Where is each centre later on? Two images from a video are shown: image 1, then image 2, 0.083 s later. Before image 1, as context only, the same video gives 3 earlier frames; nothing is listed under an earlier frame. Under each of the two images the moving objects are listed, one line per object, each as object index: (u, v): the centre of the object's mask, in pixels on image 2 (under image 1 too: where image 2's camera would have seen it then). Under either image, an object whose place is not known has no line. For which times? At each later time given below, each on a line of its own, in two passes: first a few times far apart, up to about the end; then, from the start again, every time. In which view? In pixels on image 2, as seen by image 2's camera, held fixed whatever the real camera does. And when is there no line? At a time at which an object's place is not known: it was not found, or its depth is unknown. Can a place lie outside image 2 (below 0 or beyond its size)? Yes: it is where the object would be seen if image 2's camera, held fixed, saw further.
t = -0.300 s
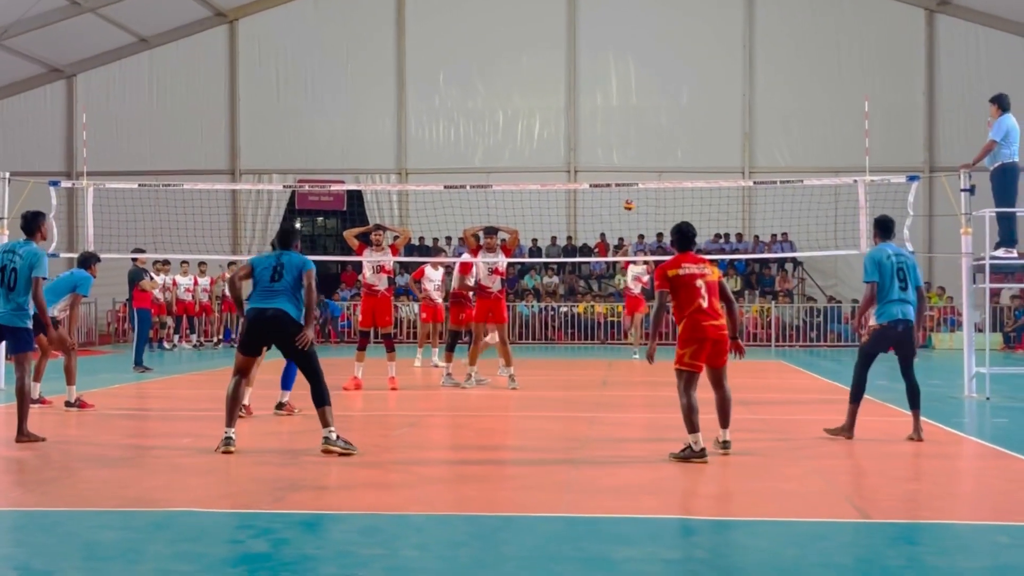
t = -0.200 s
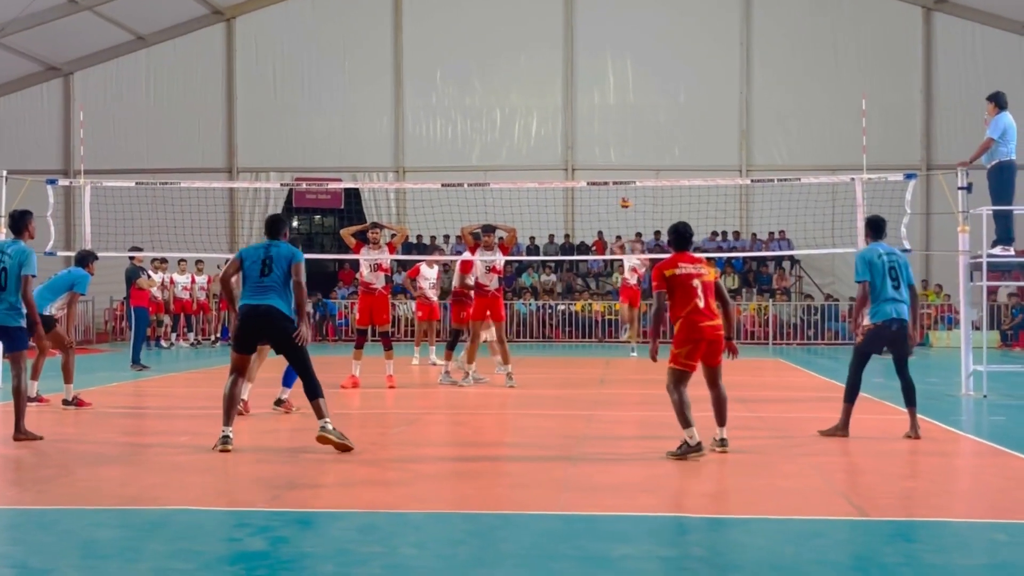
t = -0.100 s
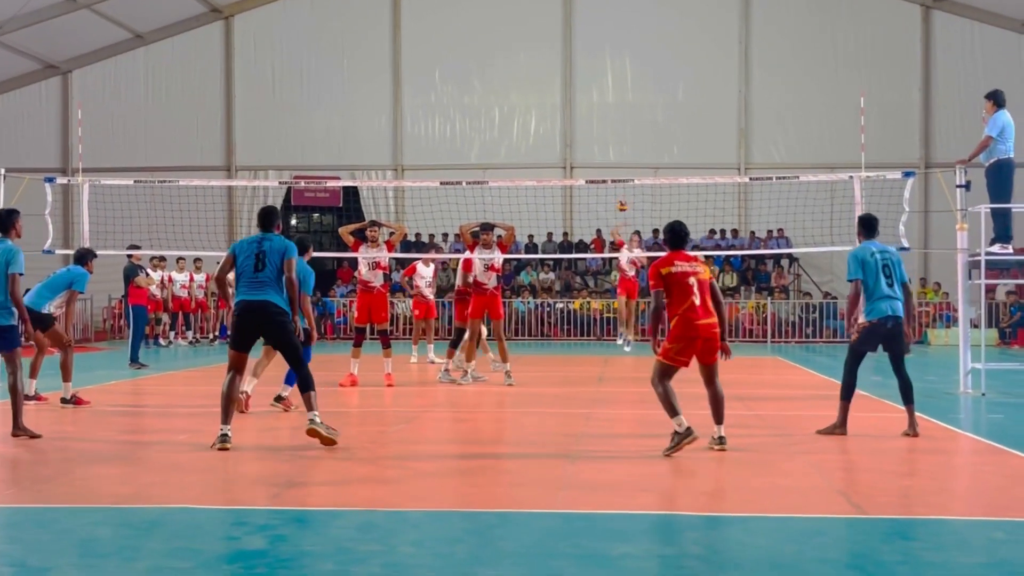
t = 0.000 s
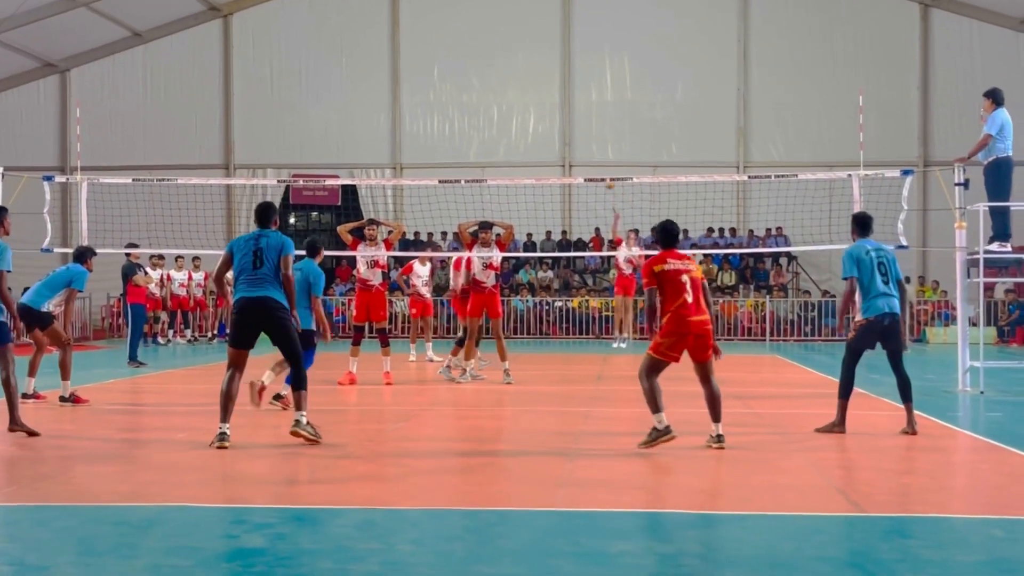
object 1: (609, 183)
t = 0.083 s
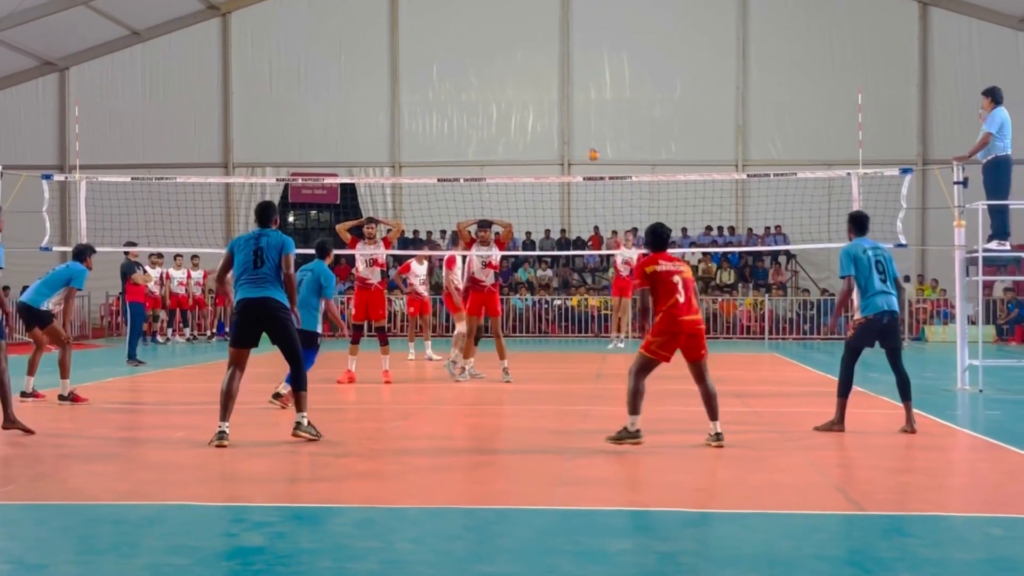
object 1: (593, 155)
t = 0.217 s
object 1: (569, 114)
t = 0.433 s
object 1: (523, 57)
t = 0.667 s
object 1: (459, 23)
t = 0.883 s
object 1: (389, 26)
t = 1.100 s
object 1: (301, 68)
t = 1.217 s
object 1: (241, 117)
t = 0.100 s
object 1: (590, 150)
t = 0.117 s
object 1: (587, 144)
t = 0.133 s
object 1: (584, 139)
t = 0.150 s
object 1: (581, 134)
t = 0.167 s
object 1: (579, 129)
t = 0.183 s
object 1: (575, 124)
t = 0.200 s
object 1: (572, 119)
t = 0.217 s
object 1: (569, 114)
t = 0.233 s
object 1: (566, 110)
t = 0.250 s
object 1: (563, 104)
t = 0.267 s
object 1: (559, 100)
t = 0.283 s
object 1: (556, 95)
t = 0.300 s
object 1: (553, 90)
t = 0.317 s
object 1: (549, 86)
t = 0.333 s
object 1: (546, 82)
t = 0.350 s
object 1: (543, 77)
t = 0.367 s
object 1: (539, 73)
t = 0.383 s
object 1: (535, 69)
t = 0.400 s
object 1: (532, 65)
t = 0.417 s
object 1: (528, 61)
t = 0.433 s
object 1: (523, 57)
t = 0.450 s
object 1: (519, 53)
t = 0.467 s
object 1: (515, 49)
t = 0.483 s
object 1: (511, 46)
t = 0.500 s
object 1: (507, 43)
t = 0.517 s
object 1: (502, 40)
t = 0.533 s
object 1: (498, 37)
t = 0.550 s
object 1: (493, 35)
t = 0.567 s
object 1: (488, 33)
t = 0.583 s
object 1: (483, 31)
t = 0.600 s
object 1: (479, 29)
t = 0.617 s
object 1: (474, 27)
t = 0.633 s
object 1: (469, 26)
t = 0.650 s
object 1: (464, 24)
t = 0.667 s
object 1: (459, 23)
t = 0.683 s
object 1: (454, 23)
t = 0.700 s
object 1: (449, 22)
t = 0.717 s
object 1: (444, 21)
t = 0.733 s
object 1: (439, 21)
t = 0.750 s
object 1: (434, 21)
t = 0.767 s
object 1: (428, 21)
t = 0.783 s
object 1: (423, 21)
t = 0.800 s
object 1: (417, 22)
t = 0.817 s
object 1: (412, 22)
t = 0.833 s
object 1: (406, 23)
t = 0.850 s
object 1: (400, 23)
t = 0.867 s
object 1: (395, 25)
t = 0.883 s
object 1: (389, 26)
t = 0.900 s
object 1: (384, 27)
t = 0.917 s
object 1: (377, 30)
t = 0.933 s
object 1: (371, 32)
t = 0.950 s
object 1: (365, 34)
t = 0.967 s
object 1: (358, 37)
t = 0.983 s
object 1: (351, 40)
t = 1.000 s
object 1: (345, 43)
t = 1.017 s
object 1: (338, 46)
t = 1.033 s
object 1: (331, 50)
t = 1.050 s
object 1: (323, 54)
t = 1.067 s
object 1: (316, 58)
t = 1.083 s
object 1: (309, 63)
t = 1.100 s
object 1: (301, 68)
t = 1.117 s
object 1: (293, 73)
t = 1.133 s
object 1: (284, 80)
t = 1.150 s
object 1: (276, 86)
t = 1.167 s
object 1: (268, 93)
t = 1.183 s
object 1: (259, 100)
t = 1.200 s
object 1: (251, 108)
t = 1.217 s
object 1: (241, 117)
